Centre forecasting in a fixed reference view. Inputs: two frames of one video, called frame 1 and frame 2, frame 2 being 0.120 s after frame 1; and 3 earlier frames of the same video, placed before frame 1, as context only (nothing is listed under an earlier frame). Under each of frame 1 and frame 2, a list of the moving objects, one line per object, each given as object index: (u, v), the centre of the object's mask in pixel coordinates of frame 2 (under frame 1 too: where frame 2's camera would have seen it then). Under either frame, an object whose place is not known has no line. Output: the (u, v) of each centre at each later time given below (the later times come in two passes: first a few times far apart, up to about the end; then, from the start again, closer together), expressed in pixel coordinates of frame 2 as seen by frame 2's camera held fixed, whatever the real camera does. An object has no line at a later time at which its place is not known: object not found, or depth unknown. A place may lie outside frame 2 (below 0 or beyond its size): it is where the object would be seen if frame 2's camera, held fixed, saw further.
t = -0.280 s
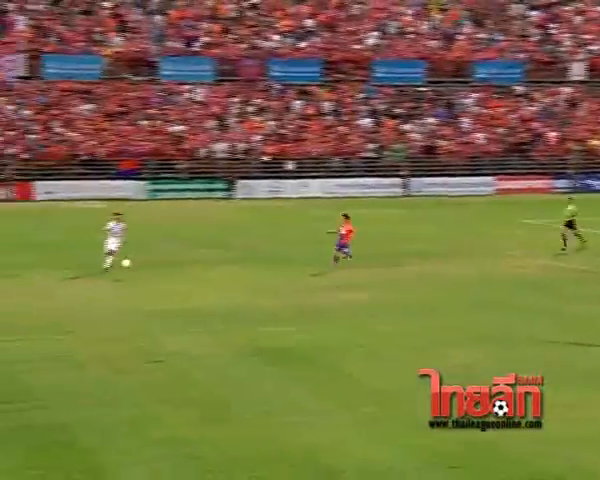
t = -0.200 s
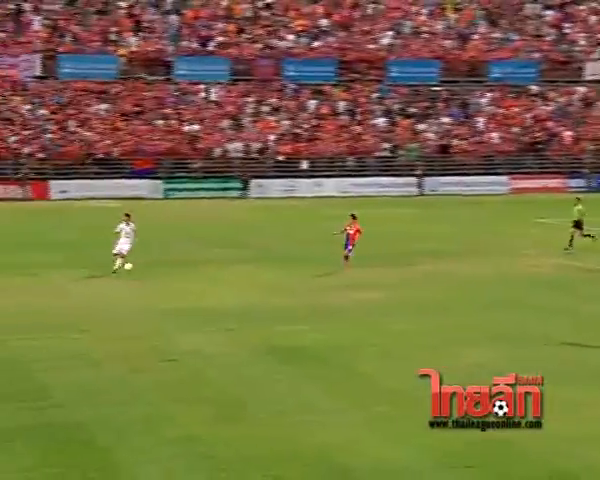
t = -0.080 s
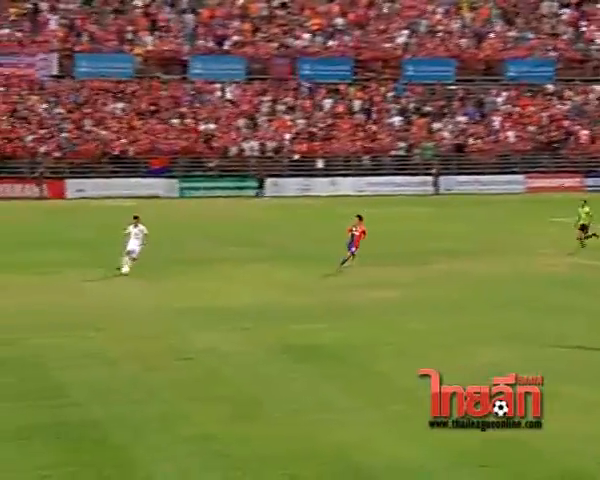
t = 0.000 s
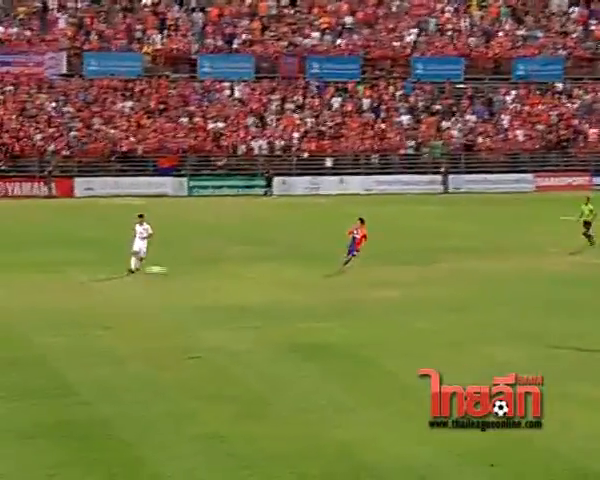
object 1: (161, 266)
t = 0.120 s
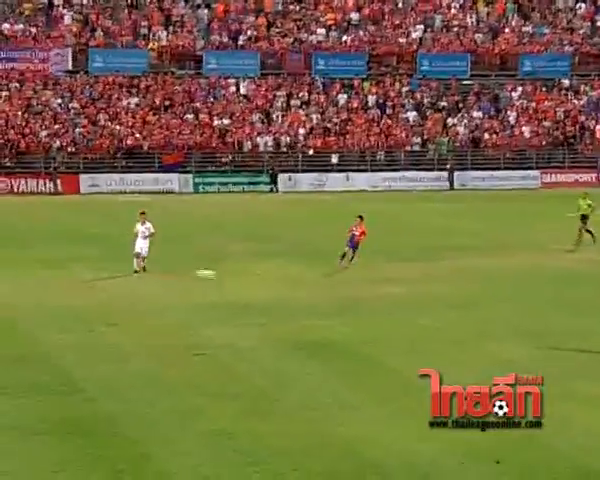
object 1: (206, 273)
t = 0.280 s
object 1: (273, 291)
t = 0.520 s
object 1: (378, 313)
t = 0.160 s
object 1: (222, 277)
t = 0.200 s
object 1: (238, 281)
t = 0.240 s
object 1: (255, 285)
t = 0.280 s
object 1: (273, 291)
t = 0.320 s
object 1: (290, 298)
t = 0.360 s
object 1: (308, 300)
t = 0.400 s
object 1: (325, 302)
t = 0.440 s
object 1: (342, 305)
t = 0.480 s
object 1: (360, 309)
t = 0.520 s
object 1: (378, 313)
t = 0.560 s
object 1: (395, 318)
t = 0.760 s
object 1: (486, 332)
